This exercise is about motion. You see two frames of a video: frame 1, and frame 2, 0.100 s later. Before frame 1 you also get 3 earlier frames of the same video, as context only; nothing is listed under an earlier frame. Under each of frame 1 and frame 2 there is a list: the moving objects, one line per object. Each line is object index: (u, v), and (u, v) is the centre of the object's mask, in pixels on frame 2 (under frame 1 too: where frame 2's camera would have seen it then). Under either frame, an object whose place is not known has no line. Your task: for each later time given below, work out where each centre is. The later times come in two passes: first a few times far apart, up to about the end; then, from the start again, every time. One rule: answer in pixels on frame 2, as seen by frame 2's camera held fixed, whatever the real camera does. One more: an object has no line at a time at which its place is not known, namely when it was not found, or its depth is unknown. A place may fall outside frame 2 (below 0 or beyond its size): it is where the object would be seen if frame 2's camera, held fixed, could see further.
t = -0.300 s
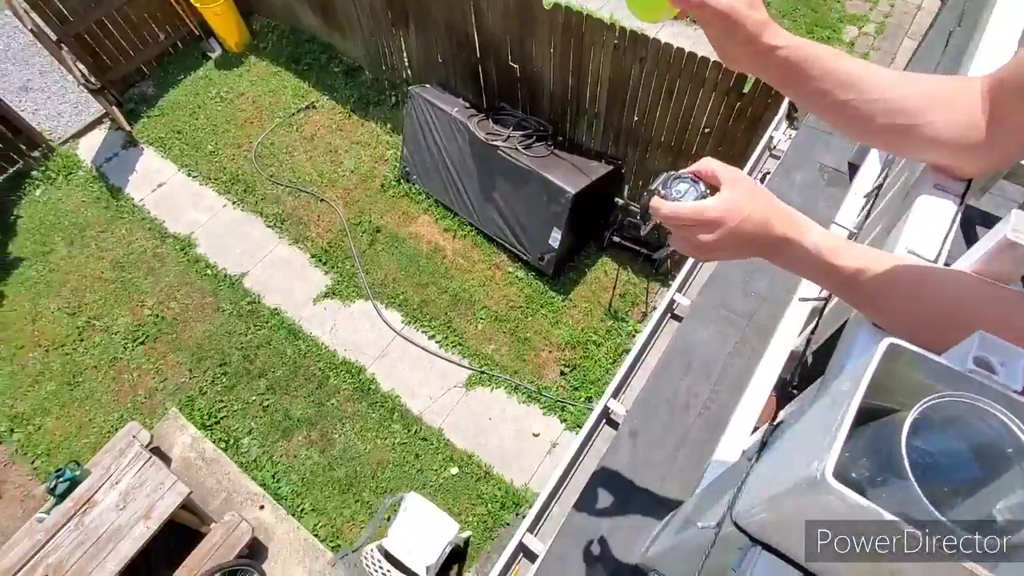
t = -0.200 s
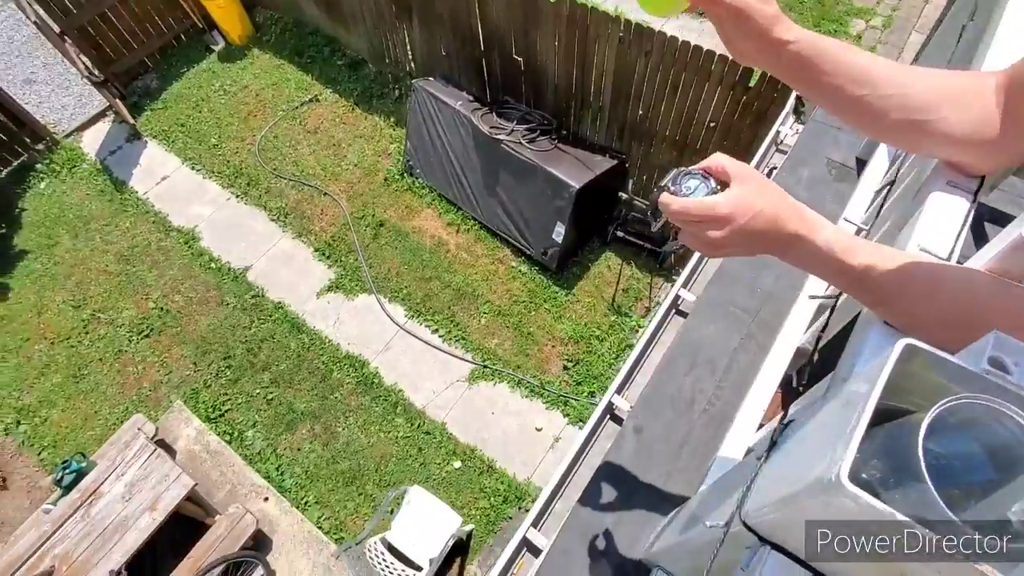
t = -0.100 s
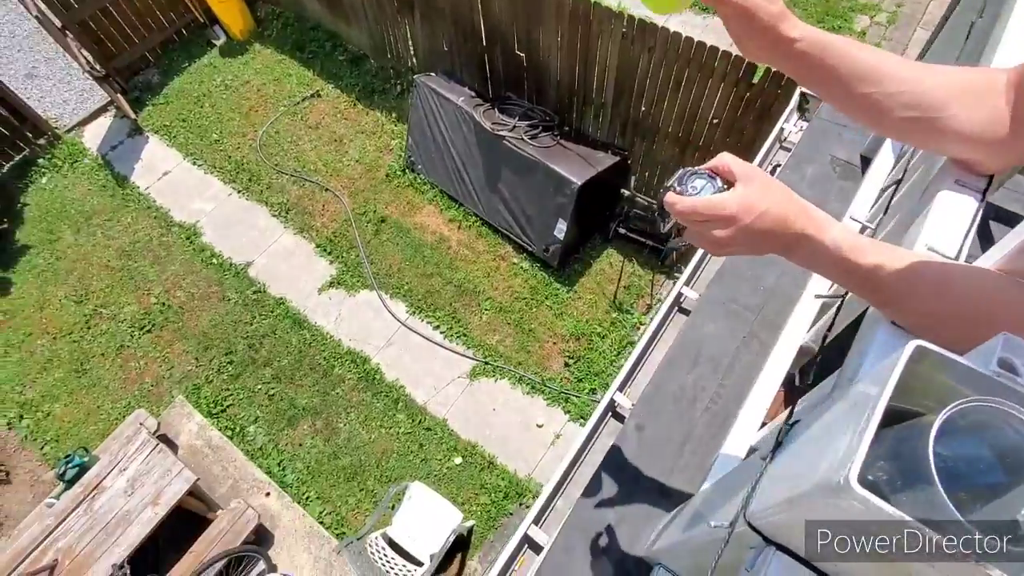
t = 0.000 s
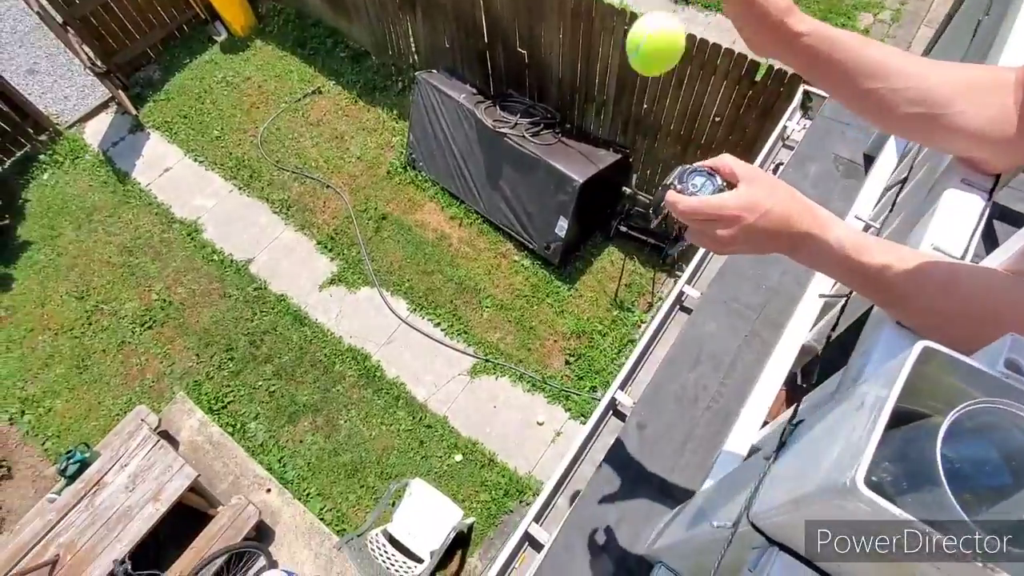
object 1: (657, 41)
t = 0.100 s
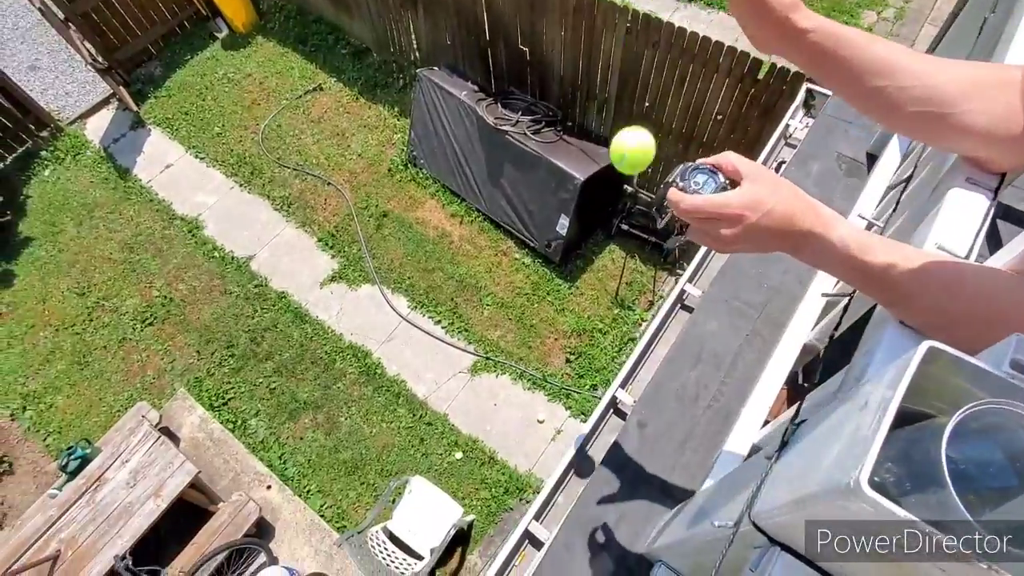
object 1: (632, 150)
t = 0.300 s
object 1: (596, 323)
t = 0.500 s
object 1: (578, 415)
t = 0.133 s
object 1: (624, 185)
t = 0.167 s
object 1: (617, 218)
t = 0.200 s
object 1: (611, 249)
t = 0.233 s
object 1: (605, 275)
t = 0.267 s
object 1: (600, 300)
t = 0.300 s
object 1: (596, 323)
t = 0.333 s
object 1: (592, 343)
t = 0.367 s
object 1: (588, 360)
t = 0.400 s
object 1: (585, 377)
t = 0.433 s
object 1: (582, 390)
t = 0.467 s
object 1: (580, 403)
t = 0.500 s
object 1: (578, 415)
